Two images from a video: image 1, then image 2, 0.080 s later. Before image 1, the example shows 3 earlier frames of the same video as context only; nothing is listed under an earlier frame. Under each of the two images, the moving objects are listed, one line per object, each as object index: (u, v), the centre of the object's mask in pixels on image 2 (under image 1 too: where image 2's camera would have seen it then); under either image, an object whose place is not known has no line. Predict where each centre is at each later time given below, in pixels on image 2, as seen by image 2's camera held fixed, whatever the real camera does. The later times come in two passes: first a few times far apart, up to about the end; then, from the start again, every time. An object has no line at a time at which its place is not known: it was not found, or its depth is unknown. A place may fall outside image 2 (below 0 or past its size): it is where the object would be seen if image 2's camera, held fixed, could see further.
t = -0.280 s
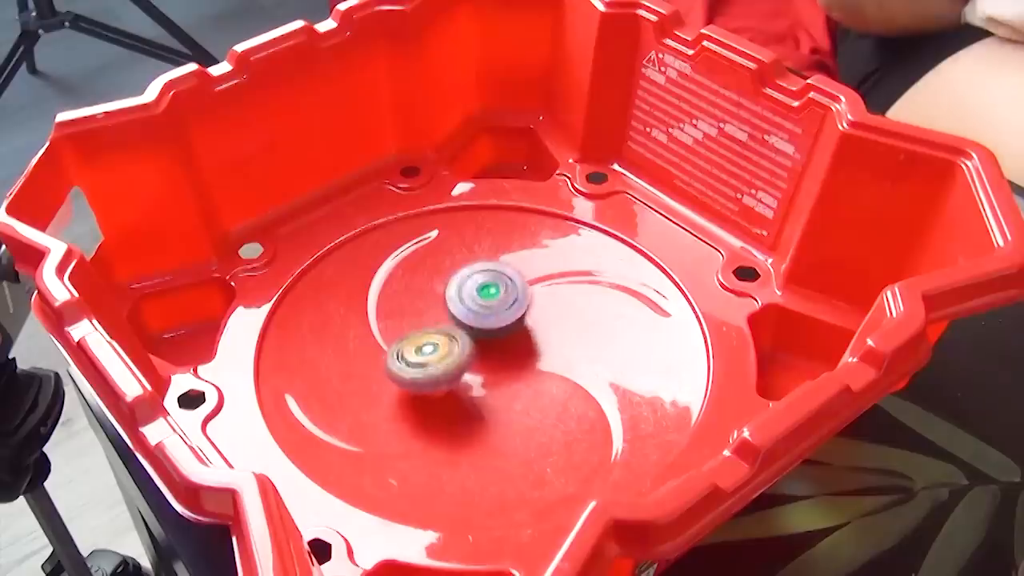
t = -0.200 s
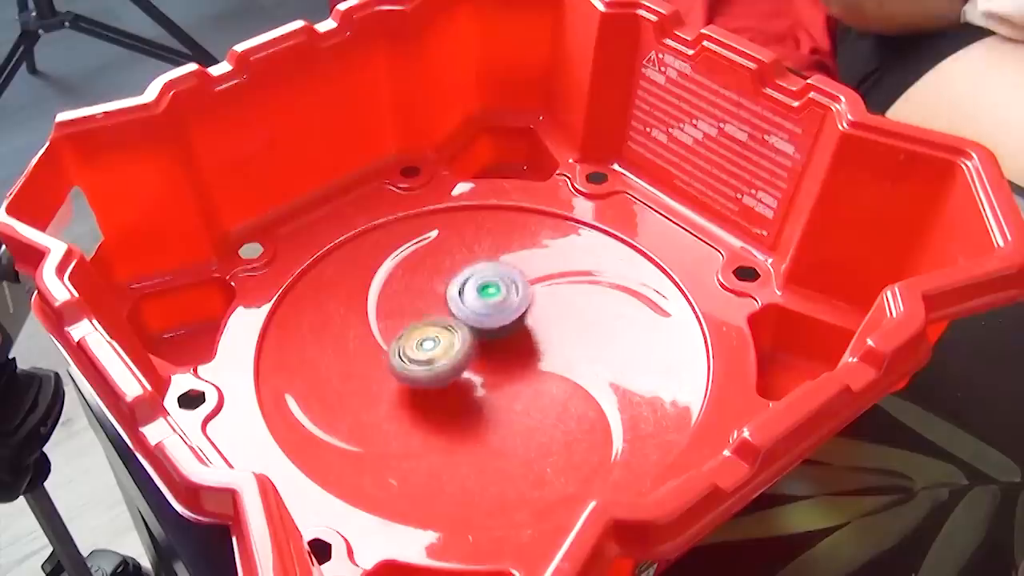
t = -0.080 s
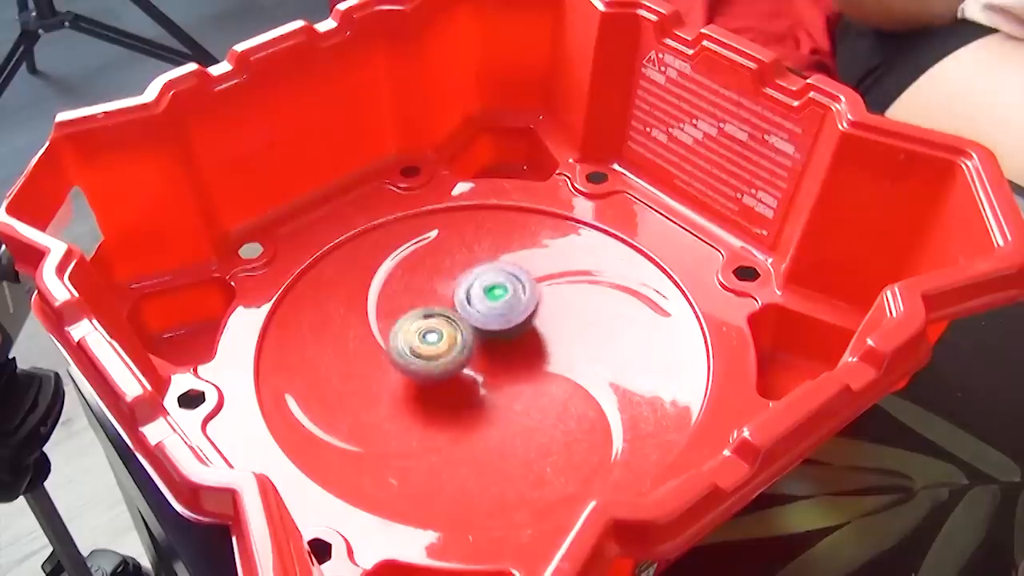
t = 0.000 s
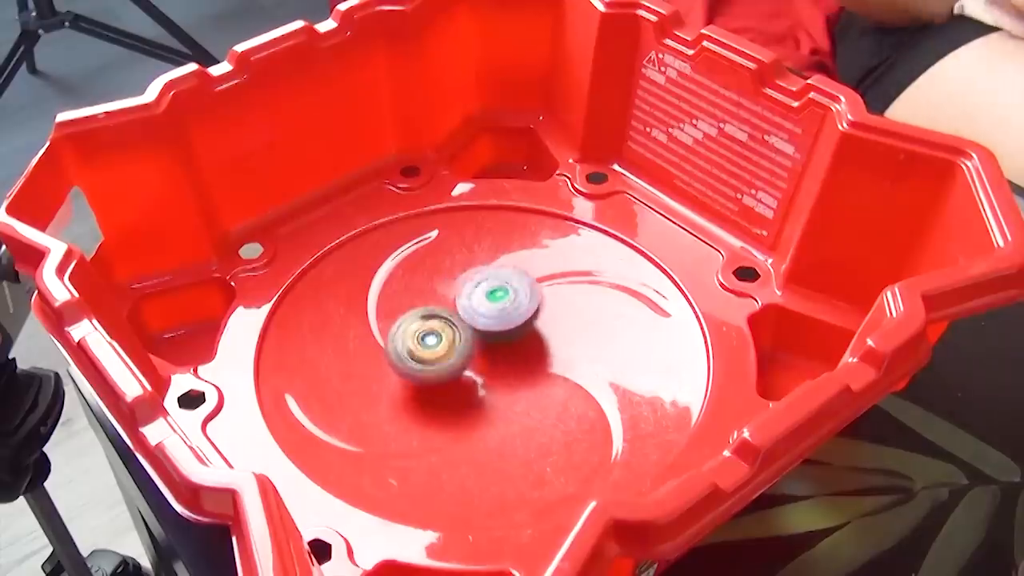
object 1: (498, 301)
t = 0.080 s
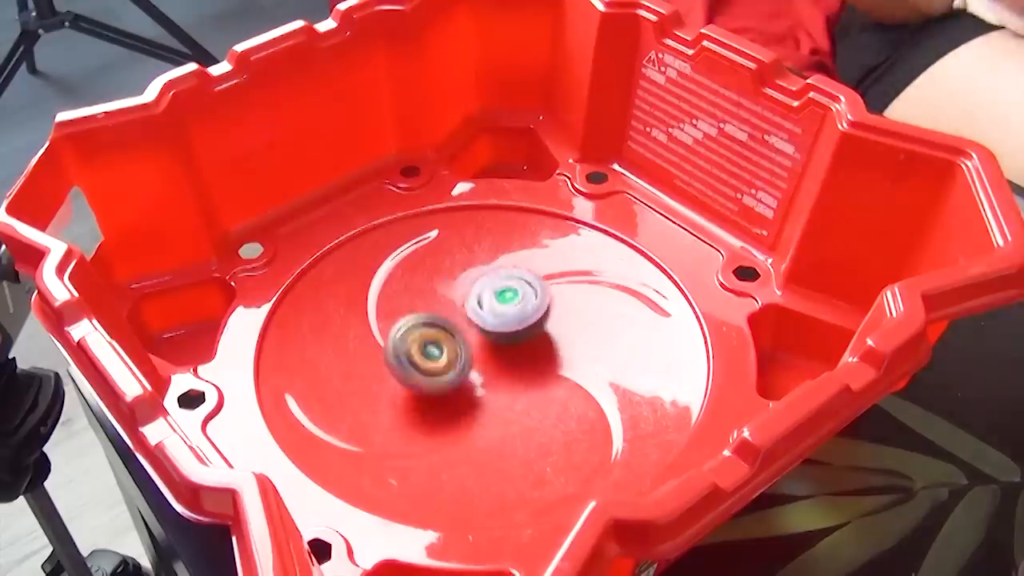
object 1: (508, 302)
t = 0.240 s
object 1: (512, 313)
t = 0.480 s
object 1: (508, 322)
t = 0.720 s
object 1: (515, 313)
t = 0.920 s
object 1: (511, 316)
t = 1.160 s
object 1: (506, 313)
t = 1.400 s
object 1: (508, 311)
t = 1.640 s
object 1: (499, 311)
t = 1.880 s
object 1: (513, 304)
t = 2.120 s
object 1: (519, 304)
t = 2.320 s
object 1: (534, 296)
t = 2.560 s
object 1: (521, 309)
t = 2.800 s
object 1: (522, 309)
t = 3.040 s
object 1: (524, 319)
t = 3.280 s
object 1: (521, 316)
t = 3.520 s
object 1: (514, 316)
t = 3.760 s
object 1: (510, 316)
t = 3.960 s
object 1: (507, 302)
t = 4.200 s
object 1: (505, 310)
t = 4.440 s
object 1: (508, 319)
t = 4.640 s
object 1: (512, 316)
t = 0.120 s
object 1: (512, 305)
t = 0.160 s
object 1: (513, 307)
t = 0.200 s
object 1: (512, 309)
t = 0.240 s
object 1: (512, 313)
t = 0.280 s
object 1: (510, 316)
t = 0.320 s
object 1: (507, 320)
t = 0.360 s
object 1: (504, 323)
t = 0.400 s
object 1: (503, 323)
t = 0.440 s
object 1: (508, 323)
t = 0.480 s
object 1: (508, 322)
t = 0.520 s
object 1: (506, 322)
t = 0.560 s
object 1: (509, 318)
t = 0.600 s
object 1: (513, 315)
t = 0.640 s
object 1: (516, 314)
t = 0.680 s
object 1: (514, 313)
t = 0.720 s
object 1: (515, 313)
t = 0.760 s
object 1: (515, 313)
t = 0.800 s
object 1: (514, 314)
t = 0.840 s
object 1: (514, 314)
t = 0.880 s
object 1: (512, 315)
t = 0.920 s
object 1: (511, 316)
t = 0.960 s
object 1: (508, 317)
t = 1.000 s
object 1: (506, 317)
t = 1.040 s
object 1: (507, 316)
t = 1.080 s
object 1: (510, 315)
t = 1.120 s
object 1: (507, 315)
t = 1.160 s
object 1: (506, 313)
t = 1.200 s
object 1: (506, 313)
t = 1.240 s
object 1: (506, 313)
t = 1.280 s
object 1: (504, 314)
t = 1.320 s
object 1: (503, 313)
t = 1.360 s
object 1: (505, 312)
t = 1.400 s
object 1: (508, 311)
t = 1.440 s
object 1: (506, 311)
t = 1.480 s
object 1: (505, 310)
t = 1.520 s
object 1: (504, 310)
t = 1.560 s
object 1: (503, 310)
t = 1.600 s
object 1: (501, 311)
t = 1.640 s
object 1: (499, 311)
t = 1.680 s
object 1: (504, 309)
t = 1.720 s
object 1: (510, 305)
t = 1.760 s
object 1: (513, 304)
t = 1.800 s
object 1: (512, 304)
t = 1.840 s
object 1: (513, 304)
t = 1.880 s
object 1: (513, 304)
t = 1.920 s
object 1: (514, 305)
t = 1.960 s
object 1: (512, 307)
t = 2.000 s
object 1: (511, 308)
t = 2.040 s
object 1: (507, 311)
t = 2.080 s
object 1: (508, 310)
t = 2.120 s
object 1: (519, 304)
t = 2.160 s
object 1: (526, 297)
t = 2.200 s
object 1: (531, 294)
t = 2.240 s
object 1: (531, 293)
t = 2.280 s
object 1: (534, 294)
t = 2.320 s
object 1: (534, 296)
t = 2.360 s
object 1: (535, 297)
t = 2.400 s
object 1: (534, 302)
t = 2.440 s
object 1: (528, 305)
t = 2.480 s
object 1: (524, 309)
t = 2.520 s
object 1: (519, 310)
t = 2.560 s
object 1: (521, 309)
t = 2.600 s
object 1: (520, 310)
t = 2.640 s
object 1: (517, 310)
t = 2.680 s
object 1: (515, 310)
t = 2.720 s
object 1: (514, 309)
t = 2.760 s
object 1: (517, 308)
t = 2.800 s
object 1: (522, 309)
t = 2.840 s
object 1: (527, 309)
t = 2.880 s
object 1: (528, 312)
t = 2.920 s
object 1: (527, 313)
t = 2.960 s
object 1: (526, 315)
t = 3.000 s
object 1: (525, 317)
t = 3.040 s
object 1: (524, 319)
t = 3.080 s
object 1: (521, 320)
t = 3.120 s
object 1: (523, 318)
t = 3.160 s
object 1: (524, 316)
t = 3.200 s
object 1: (523, 317)
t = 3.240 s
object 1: (521, 317)
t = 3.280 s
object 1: (521, 316)
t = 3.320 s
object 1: (518, 318)
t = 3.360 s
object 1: (516, 317)
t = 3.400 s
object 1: (515, 316)
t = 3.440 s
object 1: (512, 317)
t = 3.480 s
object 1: (512, 317)
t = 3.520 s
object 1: (514, 316)
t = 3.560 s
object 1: (517, 315)
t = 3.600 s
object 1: (517, 314)
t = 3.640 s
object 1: (515, 312)
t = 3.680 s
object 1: (515, 312)
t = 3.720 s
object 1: (512, 313)
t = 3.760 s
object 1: (510, 316)
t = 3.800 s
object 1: (507, 318)
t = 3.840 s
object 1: (504, 318)
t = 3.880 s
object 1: (506, 312)
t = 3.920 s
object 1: (508, 306)
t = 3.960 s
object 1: (507, 302)
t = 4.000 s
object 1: (504, 298)
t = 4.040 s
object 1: (503, 300)
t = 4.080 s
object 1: (503, 301)
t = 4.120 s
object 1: (504, 303)
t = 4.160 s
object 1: (506, 308)
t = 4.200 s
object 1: (505, 310)
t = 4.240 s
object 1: (508, 310)
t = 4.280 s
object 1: (513, 311)
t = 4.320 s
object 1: (512, 315)
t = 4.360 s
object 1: (507, 318)
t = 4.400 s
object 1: (506, 318)
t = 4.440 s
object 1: (508, 319)
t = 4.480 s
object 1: (511, 318)
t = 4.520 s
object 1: (511, 318)
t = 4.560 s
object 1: (510, 316)
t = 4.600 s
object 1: (510, 316)
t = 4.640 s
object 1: (512, 316)
